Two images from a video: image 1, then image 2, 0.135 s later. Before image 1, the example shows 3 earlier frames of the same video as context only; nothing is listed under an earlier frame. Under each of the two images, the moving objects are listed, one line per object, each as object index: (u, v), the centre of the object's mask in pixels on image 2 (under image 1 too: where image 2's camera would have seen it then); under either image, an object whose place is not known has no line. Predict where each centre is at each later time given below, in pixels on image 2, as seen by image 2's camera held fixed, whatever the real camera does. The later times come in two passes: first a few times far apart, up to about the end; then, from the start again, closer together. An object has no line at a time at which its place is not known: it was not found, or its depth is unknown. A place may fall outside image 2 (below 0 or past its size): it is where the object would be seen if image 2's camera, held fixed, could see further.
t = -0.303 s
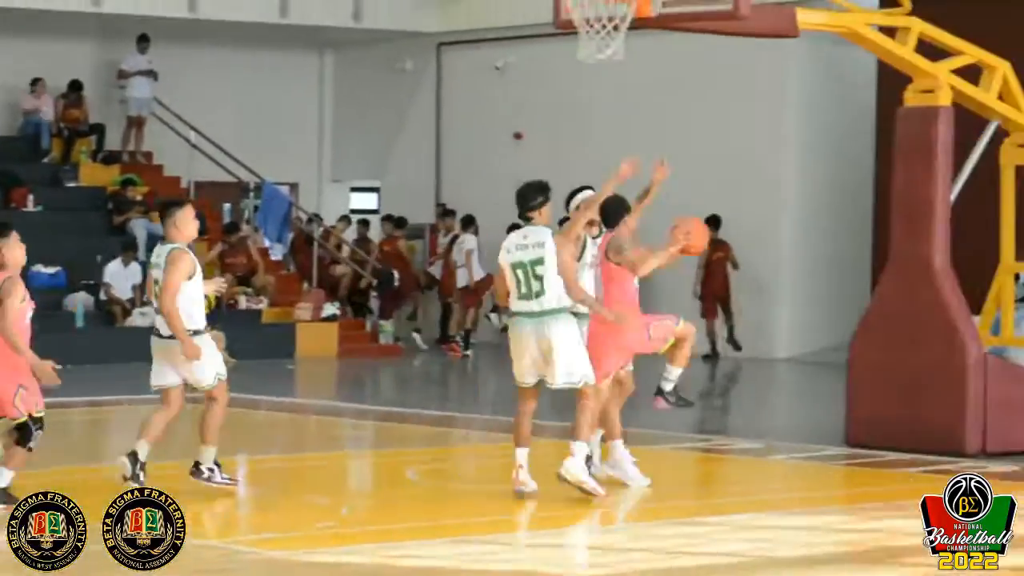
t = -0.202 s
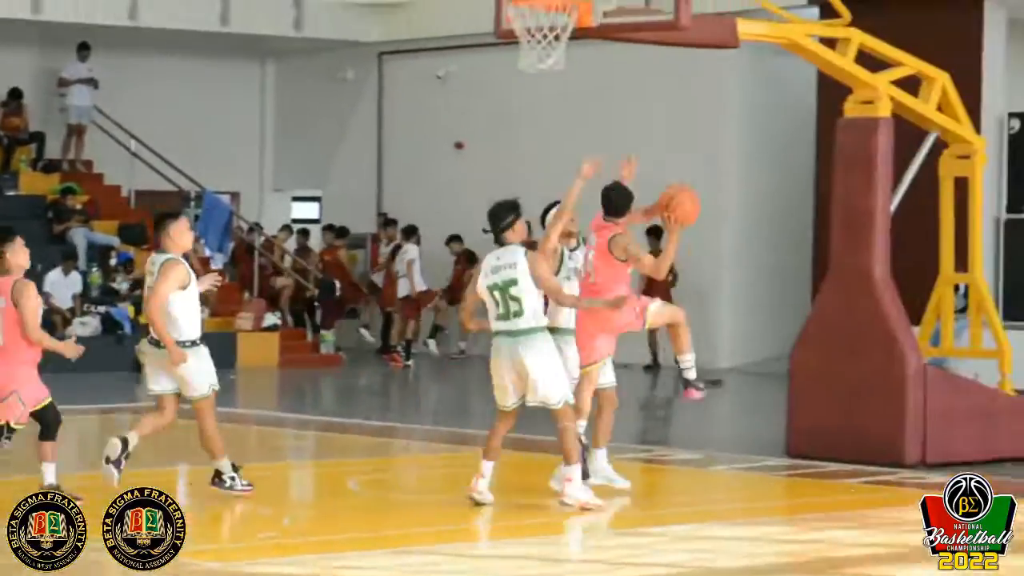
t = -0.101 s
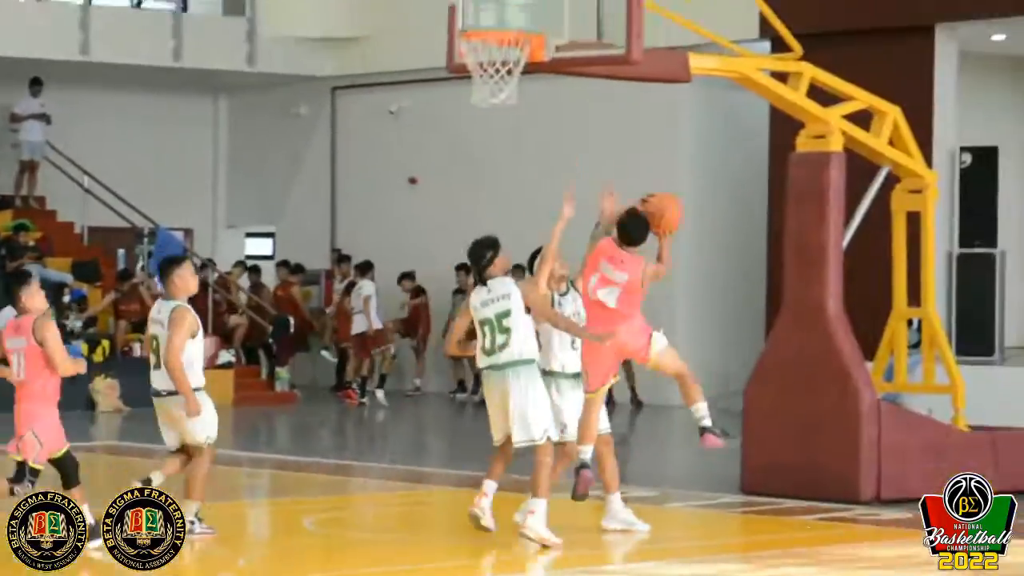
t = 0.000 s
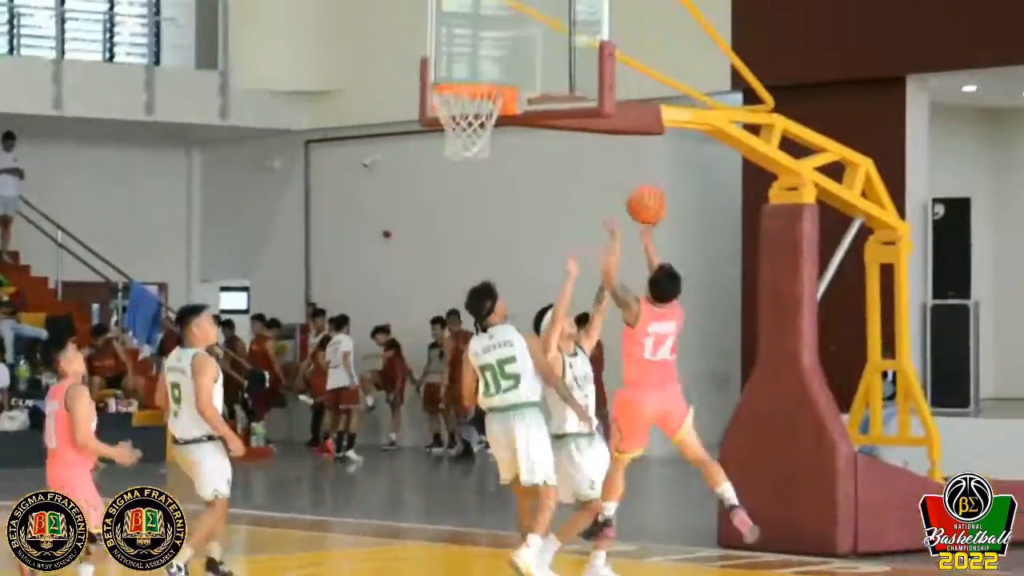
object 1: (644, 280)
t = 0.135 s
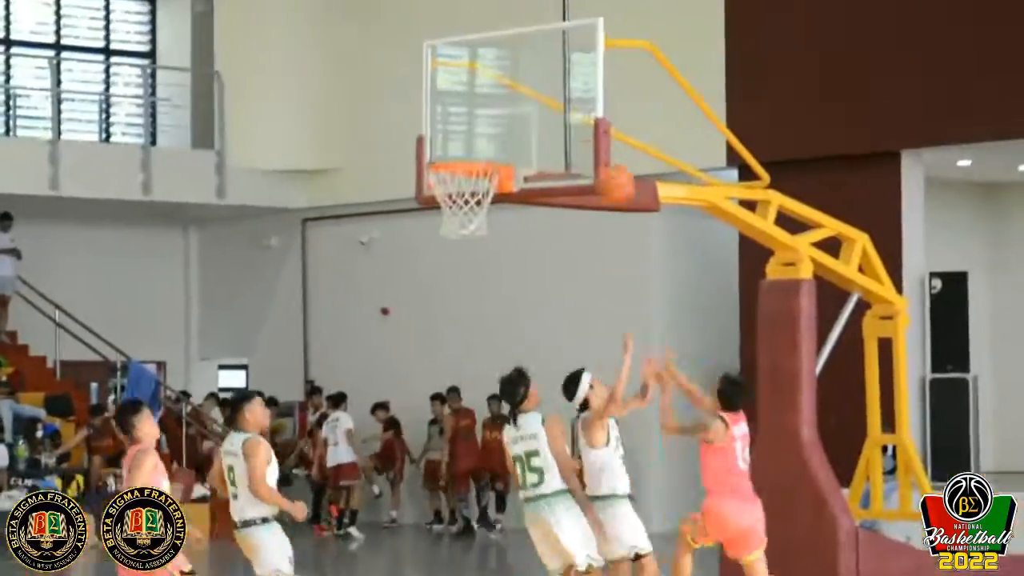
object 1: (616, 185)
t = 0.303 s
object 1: (583, 113)
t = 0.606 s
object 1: (525, 90)
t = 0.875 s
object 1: (475, 138)
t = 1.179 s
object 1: (449, 145)
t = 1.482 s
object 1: (457, 159)
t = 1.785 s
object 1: (469, 281)
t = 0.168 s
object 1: (608, 167)
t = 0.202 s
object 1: (601, 151)
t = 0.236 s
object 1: (595, 137)
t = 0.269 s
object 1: (589, 124)
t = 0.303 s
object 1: (583, 113)
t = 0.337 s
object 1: (577, 104)
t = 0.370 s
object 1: (570, 98)
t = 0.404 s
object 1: (564, 92)
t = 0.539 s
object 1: (539, 84)
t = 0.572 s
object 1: (532, 86)
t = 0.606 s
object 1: (525, 90)
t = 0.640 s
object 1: (518, 95)
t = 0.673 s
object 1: (510, 102)
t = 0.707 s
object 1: (504, 111)
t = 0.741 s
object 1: (496, 121)
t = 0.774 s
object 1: (489, 133)
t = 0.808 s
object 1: (482, 146)
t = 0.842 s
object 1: (479, 143)
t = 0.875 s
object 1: (475, 138)
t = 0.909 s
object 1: (472, 135)
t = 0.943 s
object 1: (468, 133)
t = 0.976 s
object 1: (465, 132)
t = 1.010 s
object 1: (461, 134)
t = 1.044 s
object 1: (458, 137)
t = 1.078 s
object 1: (455, 142)
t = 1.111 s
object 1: (451, 147)
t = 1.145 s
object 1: (449, 149)
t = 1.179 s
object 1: (449, 145)
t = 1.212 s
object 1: (451, 136)
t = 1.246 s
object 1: (452, 133)
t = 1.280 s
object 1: (453, 133)
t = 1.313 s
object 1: (453, 134)
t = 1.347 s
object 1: (454, 136)
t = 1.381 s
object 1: (455, 141)
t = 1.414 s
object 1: (456, 147)
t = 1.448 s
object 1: (458, 151)
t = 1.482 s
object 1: (457, 159)
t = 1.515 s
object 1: (455, 170)
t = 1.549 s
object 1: (455, 193)
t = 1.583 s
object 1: (462, 203)
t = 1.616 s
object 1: (462, 212)
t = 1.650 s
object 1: (464, 227)
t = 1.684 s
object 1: (464, 237)
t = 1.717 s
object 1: (466, 250)
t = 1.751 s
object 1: (467, 265)
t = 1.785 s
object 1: (469, 281)
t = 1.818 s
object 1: (470, 300)
